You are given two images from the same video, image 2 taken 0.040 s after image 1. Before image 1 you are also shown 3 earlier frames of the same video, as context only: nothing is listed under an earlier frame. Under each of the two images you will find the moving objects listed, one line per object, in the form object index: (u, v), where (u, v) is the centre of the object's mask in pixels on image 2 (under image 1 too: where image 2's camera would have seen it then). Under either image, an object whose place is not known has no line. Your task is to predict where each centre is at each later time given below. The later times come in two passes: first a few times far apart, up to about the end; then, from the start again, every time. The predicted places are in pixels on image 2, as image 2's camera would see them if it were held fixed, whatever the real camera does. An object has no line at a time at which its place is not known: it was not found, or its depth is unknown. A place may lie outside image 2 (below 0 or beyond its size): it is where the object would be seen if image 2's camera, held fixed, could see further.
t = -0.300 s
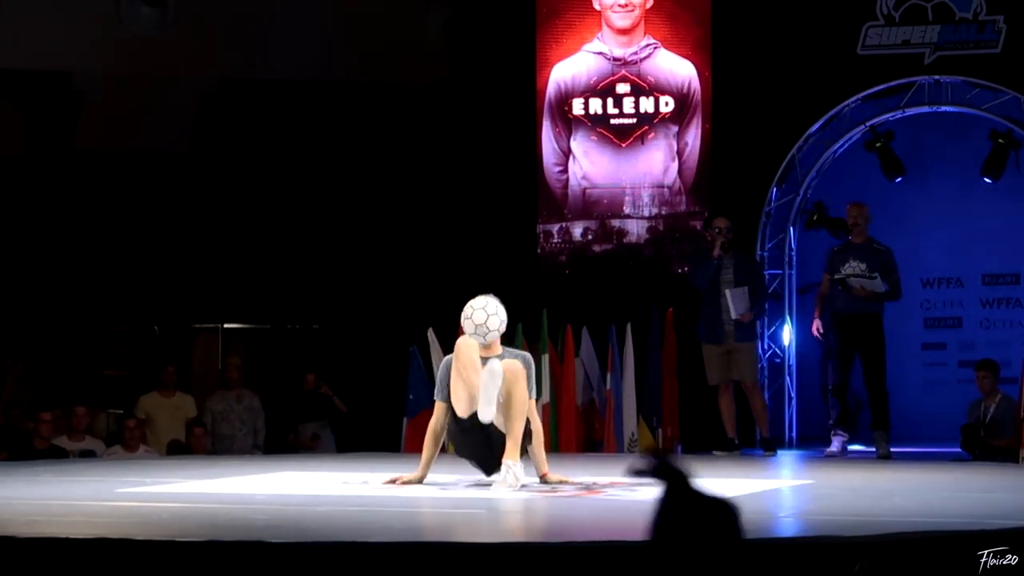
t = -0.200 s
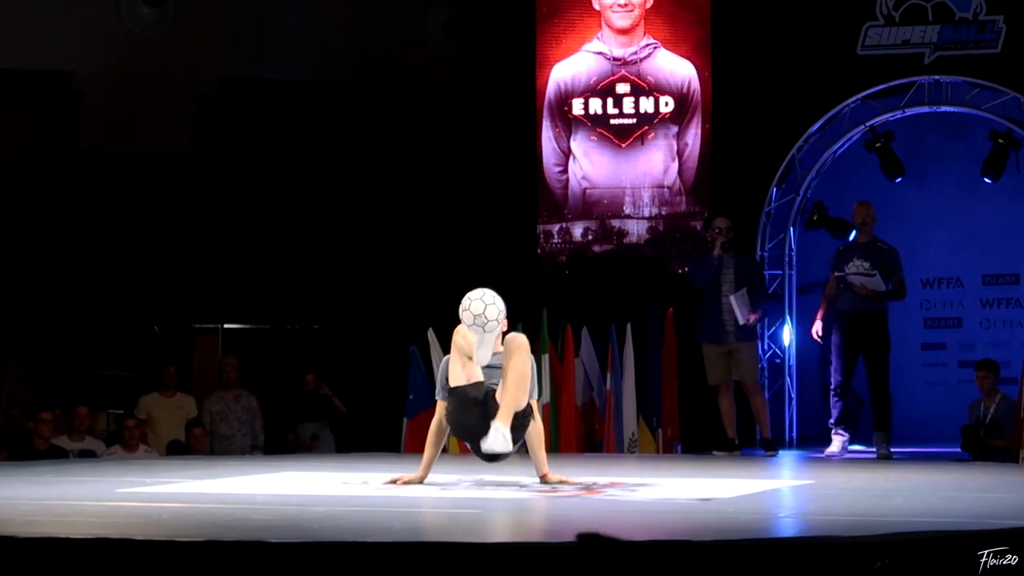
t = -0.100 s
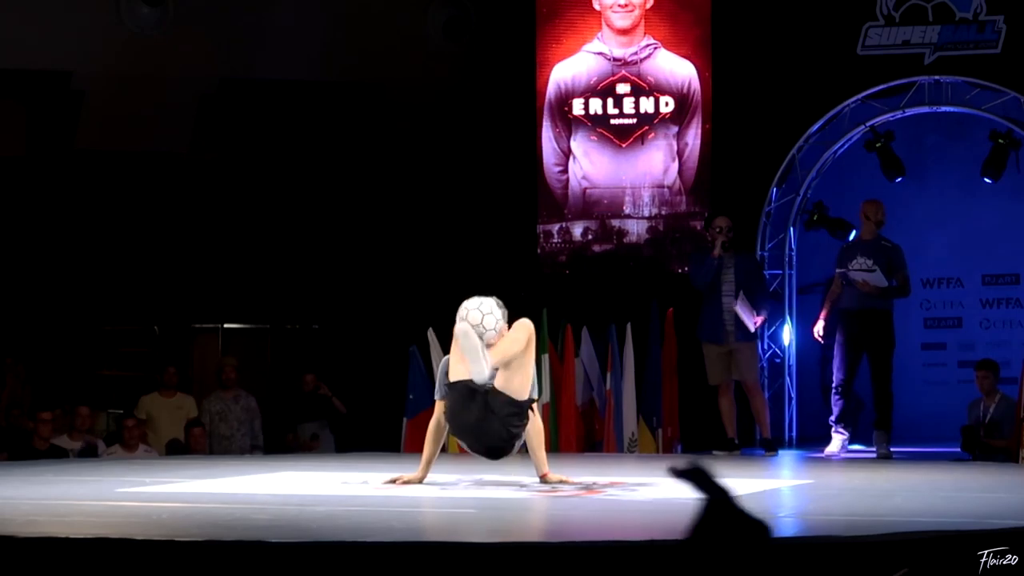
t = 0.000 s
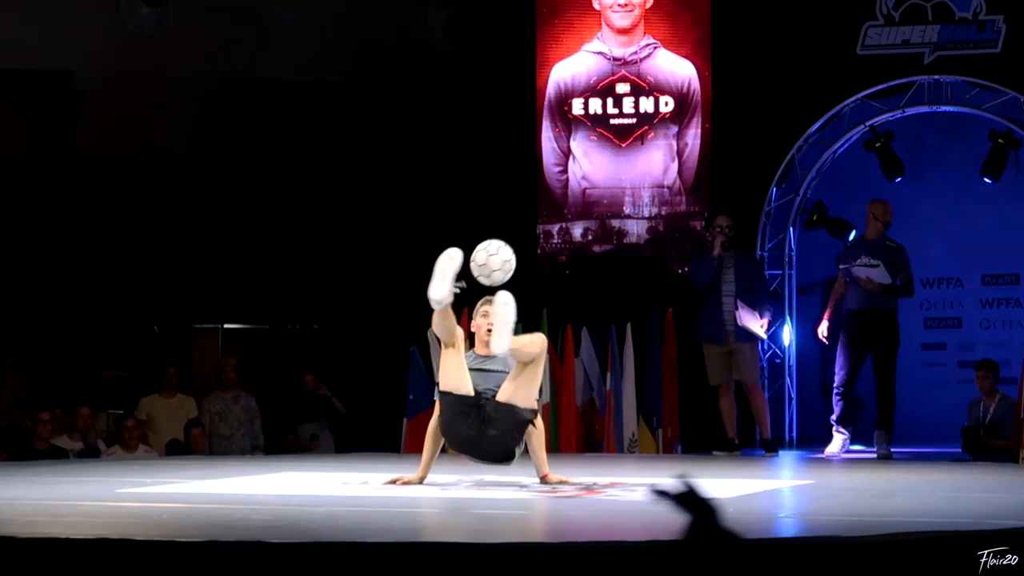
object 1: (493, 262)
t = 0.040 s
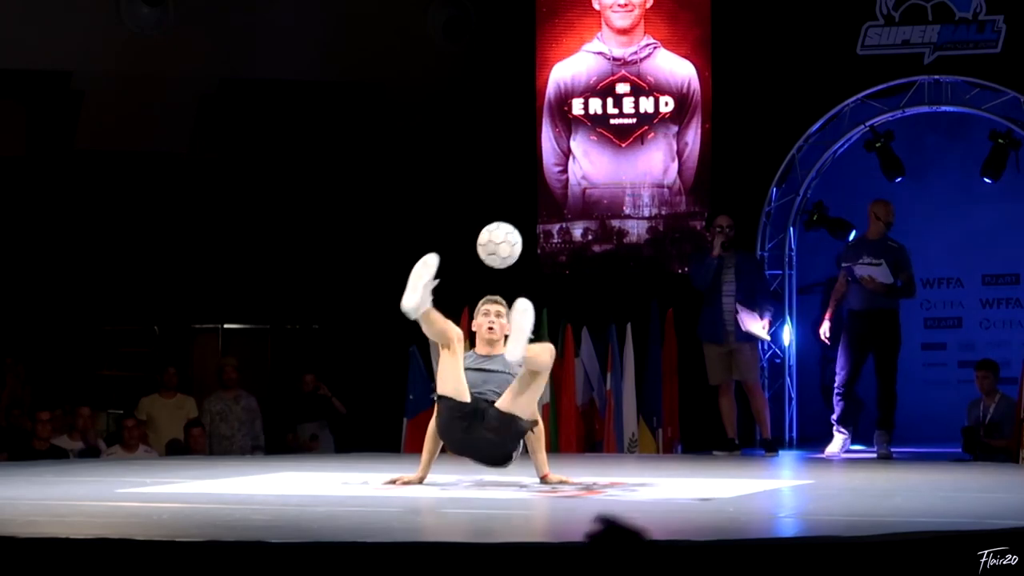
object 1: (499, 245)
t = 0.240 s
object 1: (529, 204)
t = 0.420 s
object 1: (554, 235)
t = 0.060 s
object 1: (502, 237)
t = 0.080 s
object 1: (505, 230)
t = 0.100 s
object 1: (508, 224)
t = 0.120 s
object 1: (511, 219)
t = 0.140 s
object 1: (514, 214)
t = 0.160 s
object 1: (517, 211)
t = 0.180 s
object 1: (520, 208)
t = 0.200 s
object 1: (523, 206)
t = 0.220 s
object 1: (526, 205)
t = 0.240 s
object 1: (529, 204)
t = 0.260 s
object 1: (532, 205)
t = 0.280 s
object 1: (535, 206)
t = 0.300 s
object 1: (538, 208)
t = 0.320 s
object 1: (541, 211)
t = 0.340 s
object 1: (543, 214)
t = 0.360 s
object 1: (546, 218)
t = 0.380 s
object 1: (549, 223)
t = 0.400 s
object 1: (552, 229)
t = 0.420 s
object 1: (554, 235)
